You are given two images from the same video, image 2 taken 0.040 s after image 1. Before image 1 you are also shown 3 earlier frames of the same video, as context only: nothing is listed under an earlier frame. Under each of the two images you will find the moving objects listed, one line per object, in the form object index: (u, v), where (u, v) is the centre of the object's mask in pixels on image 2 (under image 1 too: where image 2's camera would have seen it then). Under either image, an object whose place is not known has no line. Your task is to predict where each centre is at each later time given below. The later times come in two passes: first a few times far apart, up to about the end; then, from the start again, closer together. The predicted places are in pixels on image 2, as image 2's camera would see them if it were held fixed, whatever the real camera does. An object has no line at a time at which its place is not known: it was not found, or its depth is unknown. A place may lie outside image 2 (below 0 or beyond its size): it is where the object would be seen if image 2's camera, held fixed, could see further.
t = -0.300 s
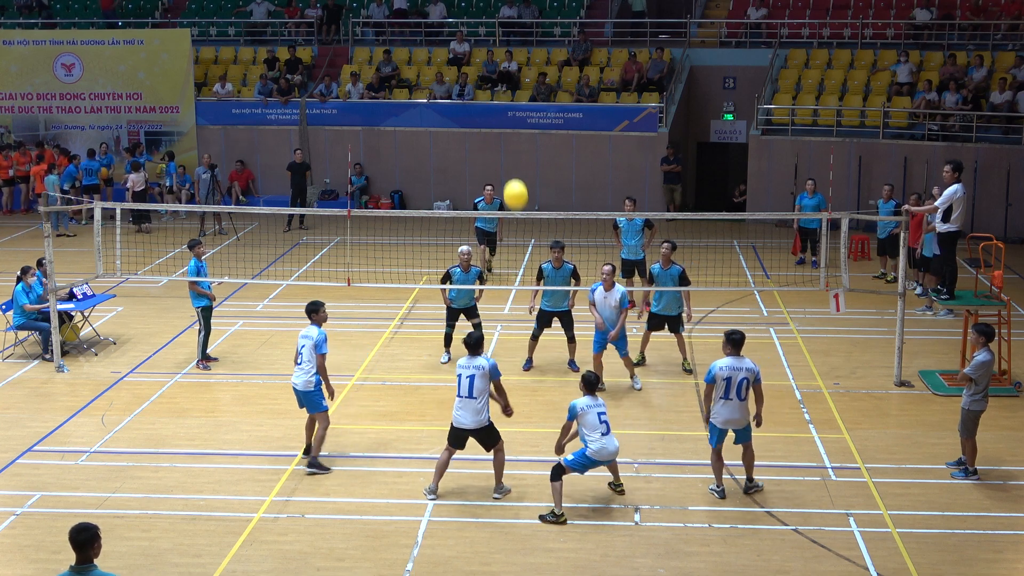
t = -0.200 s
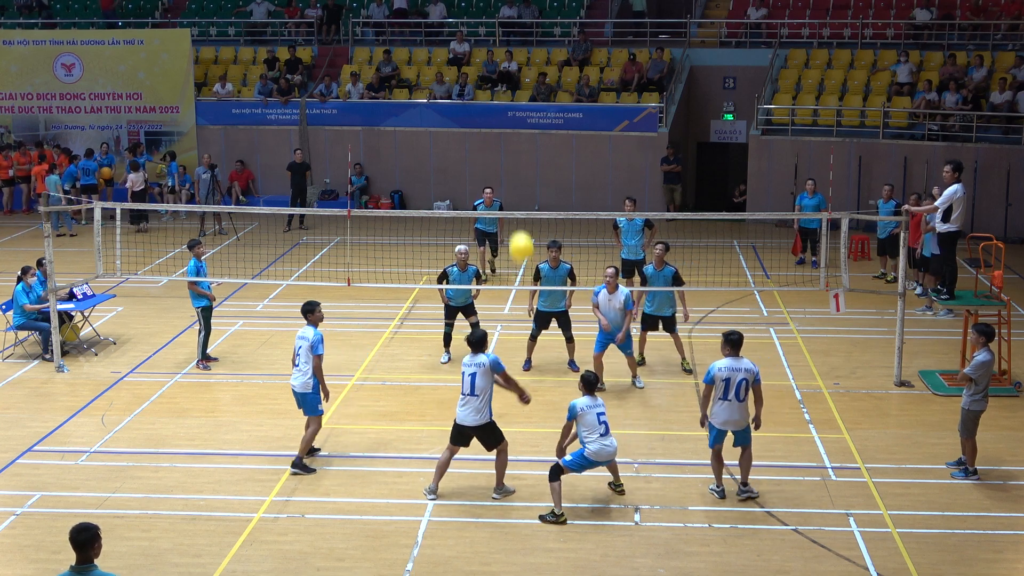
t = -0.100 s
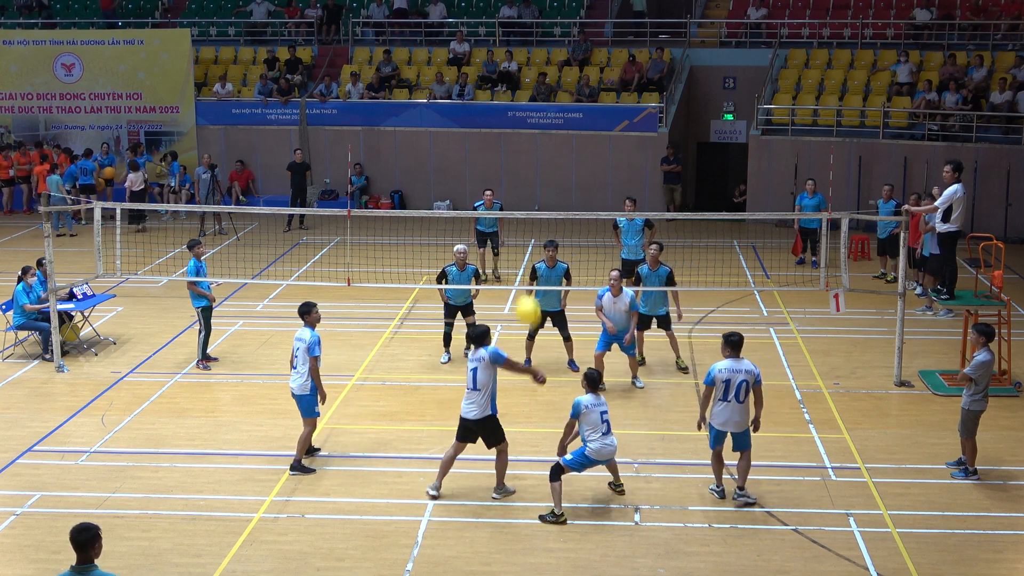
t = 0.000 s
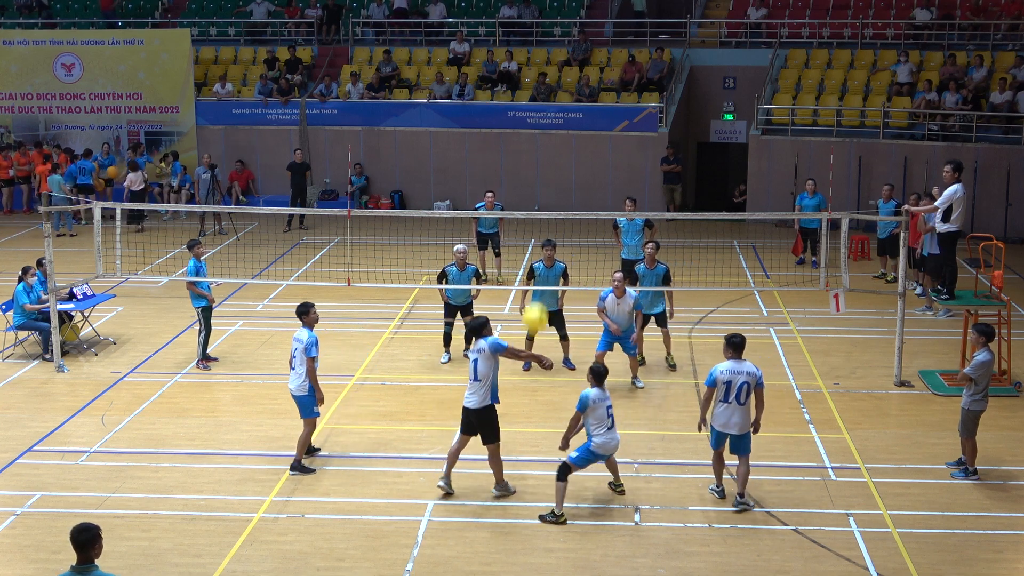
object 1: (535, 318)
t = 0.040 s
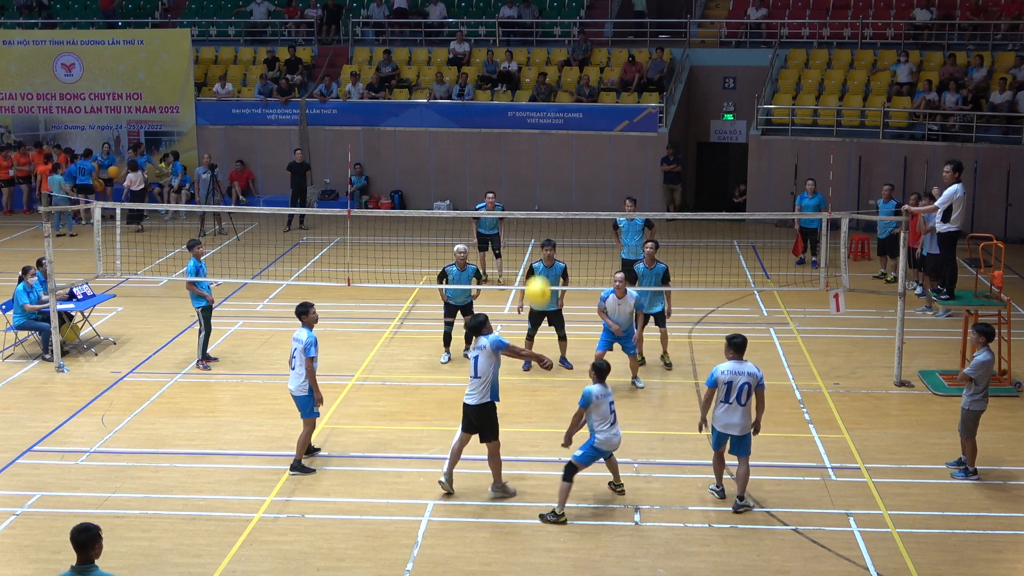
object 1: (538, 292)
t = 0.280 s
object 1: (551, 171)
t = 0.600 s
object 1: (562, 107)
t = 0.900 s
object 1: (573, 130)
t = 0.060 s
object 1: (539, 279)
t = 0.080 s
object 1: (540, 267)
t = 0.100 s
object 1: (542, 256)
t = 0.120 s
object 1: (543, 244)
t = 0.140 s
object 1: (544, 233)
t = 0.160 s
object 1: (545, 223)
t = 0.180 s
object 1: (546, 213)
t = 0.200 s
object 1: (547, 203)
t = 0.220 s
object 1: (548, 195)
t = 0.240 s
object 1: (549, 186)
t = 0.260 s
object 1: (550, 179)
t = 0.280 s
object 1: (551, 171)
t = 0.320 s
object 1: (552, 157)
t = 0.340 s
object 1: (553, 151)
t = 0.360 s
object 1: (554, 145)
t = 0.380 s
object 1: (554, 140)
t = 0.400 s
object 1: (555, 135)
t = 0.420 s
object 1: (556, 131)
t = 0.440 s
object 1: (557, 126)
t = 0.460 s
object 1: (557, 123)
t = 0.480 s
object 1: (558, 119)
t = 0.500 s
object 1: (559, 116)
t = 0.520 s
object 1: (559, 114)
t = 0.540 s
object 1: (560, 111)
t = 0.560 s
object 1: (561, 109)
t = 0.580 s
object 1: (562, 108)
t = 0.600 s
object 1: (562, 107)
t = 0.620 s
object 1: (563, 106)
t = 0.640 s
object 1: (564, 105)
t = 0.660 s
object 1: (564, 105)
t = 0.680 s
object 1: (565, 106)
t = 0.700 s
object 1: (566, 106)
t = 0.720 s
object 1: (567, 107)
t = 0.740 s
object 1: (567, 108)
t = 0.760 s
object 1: (568, 110)
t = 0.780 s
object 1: (569, 112)
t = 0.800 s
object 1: (570, 114)
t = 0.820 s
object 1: (570, 117)
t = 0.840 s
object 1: (571, 119)
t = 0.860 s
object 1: (572, 123)
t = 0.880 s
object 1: (573, 126)
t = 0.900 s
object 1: (573, 130)
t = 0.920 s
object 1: (574, 134)
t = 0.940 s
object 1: (574, 138)
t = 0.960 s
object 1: (575, 143)
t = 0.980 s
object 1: (576, 148)
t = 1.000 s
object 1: (576, 153)
